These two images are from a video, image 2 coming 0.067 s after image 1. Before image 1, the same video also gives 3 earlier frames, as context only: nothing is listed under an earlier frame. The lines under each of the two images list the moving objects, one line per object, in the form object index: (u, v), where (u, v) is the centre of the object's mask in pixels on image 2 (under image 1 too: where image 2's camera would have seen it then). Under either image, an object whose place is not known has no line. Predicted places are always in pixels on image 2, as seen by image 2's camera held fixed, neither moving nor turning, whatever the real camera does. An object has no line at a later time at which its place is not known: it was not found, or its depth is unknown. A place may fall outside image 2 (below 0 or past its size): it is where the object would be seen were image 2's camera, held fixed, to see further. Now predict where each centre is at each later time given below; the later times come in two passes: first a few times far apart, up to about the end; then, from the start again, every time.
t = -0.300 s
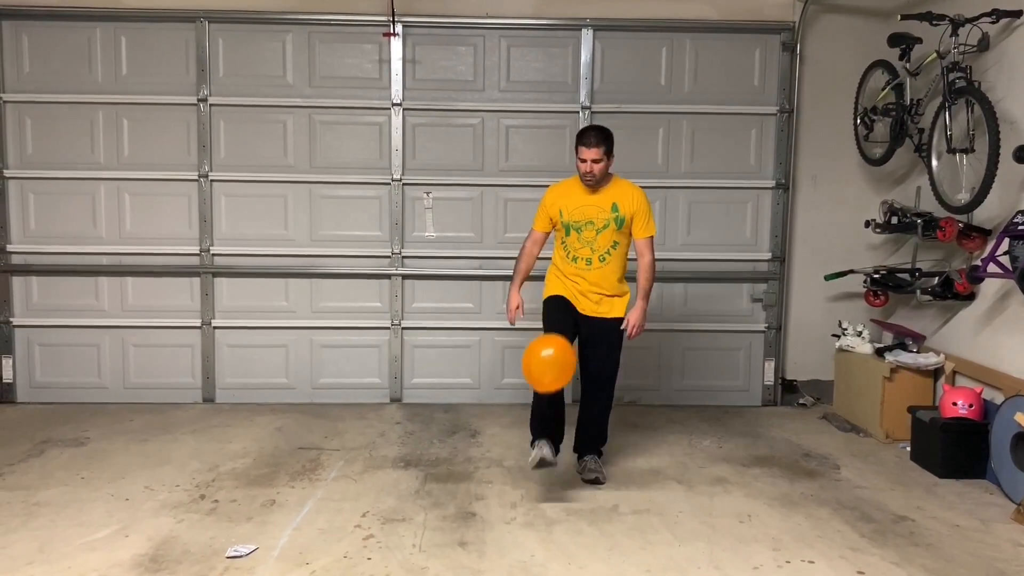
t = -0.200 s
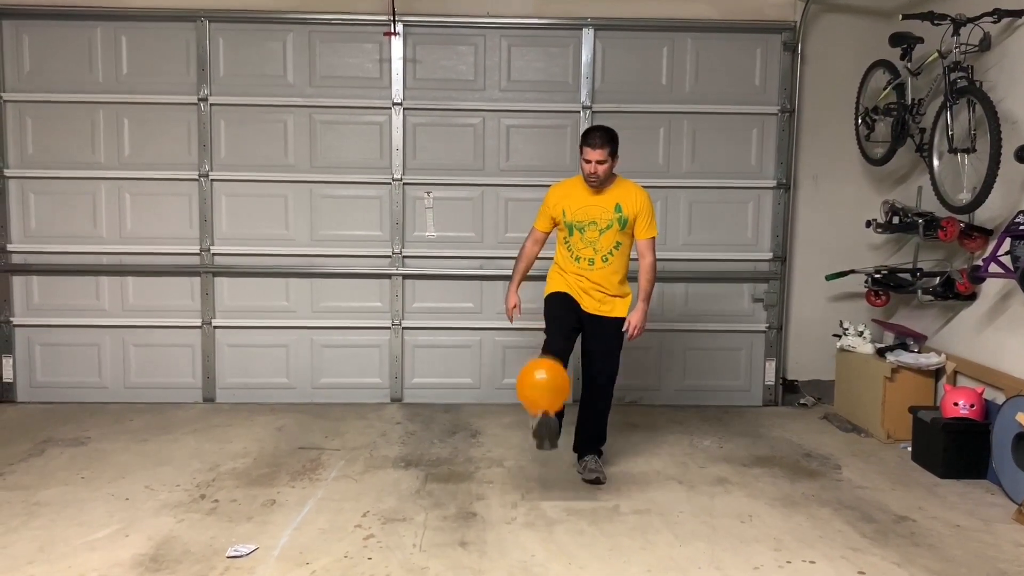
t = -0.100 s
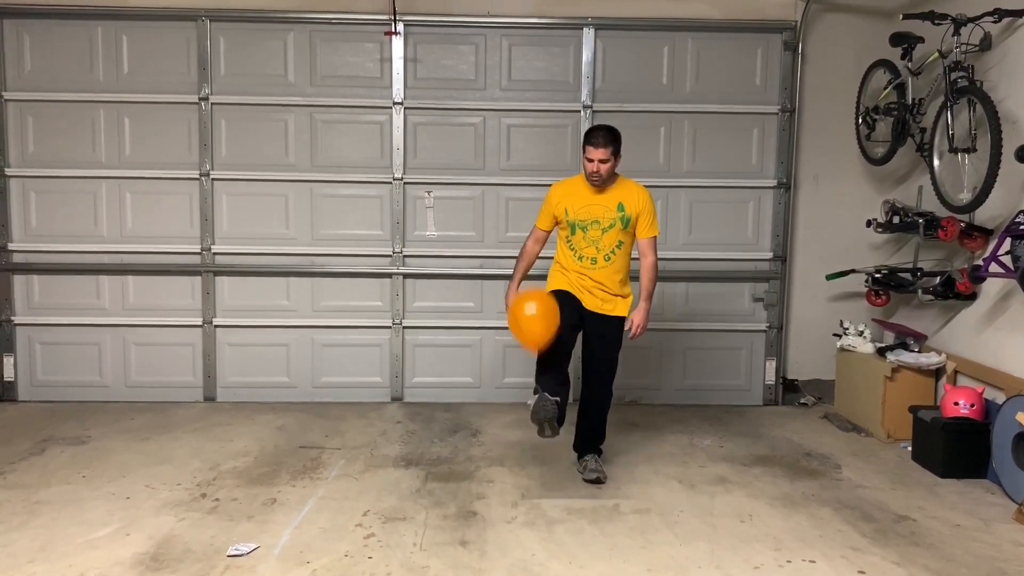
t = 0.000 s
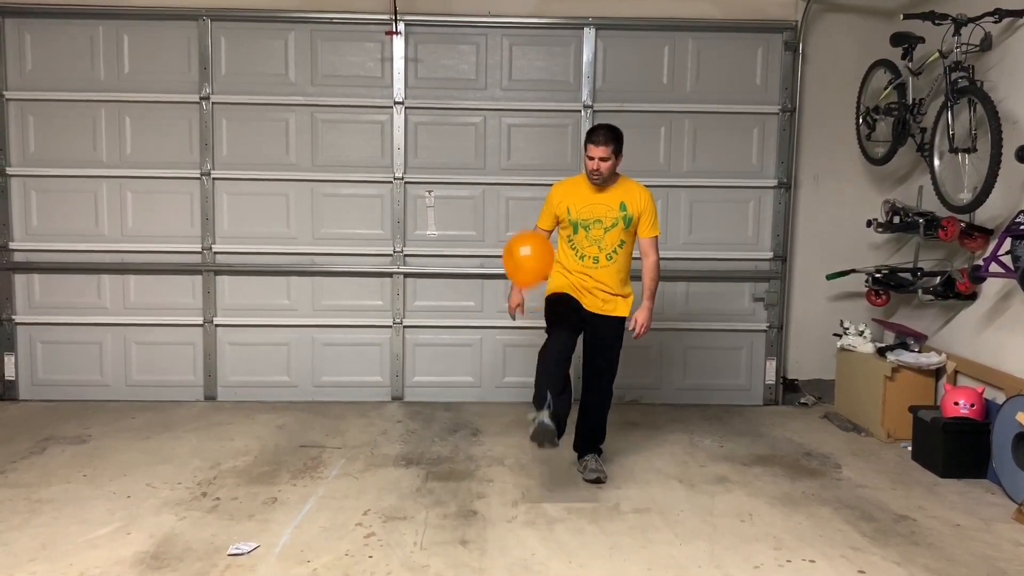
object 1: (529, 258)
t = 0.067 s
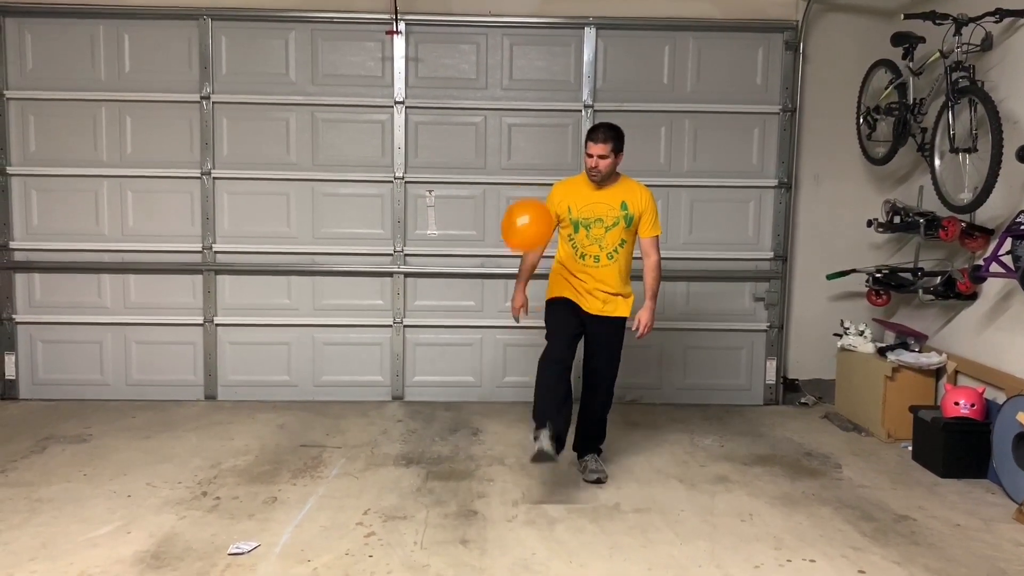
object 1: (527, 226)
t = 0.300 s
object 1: (525, 151)
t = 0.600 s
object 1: (520, 120)
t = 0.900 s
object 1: (512, 123)
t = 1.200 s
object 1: (510, 156)
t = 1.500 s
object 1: (510, 208)
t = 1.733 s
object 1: (516, 258)
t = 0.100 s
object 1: (526, 211)
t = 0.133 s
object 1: (525, 198)
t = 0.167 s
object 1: (525, 187)
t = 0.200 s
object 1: (525, 177)
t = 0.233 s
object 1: (525, 167)
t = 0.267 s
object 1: (524, 159)
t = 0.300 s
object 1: (525, 151)
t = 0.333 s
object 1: (524, 145)
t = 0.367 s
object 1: (524, 139)
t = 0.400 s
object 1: (524, 135)
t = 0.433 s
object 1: (524, 131)
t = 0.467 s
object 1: (523, 128)
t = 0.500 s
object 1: (523, 125)
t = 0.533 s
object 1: (522, 123)
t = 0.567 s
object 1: (521, 121)
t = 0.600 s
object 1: (520, 120)
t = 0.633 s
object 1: (520, 118)
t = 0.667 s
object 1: (519, 118)
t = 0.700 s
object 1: (518, 117)
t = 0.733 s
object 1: (517, 117)
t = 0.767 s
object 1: (516, 118)
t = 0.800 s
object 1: (515, 119)
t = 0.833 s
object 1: (514, 120)
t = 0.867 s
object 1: (513, 121)
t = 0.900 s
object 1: (512, 123)
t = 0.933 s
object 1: (512, 126)
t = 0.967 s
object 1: (511, 129)
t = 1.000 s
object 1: (511, 132)
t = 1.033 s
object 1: (510, 135)
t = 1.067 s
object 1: (510, 139)
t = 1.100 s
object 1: (510, 143)
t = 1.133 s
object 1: (510, 147)
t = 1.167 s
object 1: (510, 151)
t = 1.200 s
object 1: (510, 156)
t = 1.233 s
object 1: (510, 161)
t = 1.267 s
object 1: (509, 166)
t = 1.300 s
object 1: (509, 172)
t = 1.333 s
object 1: (509, 177)
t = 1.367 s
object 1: (509, 184)
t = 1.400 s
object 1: (509, 189)
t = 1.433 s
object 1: (509, 196)
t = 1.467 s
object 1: (509, 202)
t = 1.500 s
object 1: (510, 208)
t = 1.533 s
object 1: (510, 215)
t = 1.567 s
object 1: (511, 221)
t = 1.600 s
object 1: (512, 229)
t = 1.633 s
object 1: (513, 235)
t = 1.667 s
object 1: (513, 243)
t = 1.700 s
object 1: (515, 250)
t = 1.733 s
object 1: (516, 258)
